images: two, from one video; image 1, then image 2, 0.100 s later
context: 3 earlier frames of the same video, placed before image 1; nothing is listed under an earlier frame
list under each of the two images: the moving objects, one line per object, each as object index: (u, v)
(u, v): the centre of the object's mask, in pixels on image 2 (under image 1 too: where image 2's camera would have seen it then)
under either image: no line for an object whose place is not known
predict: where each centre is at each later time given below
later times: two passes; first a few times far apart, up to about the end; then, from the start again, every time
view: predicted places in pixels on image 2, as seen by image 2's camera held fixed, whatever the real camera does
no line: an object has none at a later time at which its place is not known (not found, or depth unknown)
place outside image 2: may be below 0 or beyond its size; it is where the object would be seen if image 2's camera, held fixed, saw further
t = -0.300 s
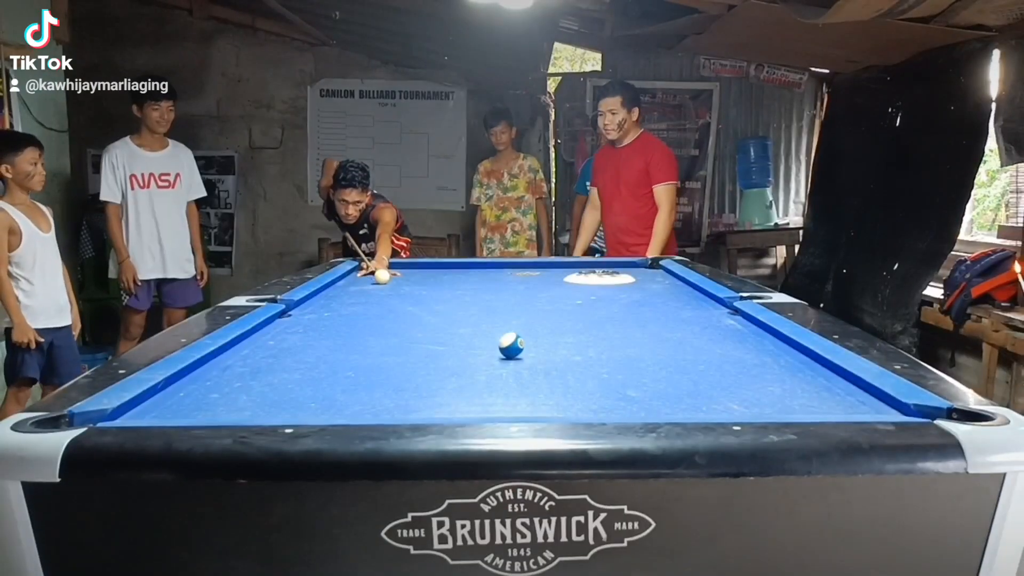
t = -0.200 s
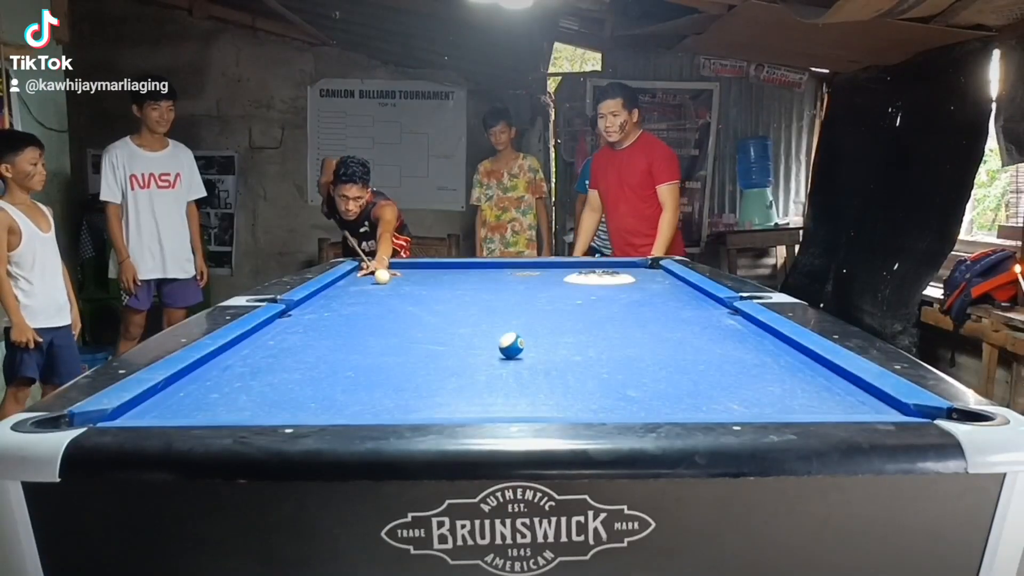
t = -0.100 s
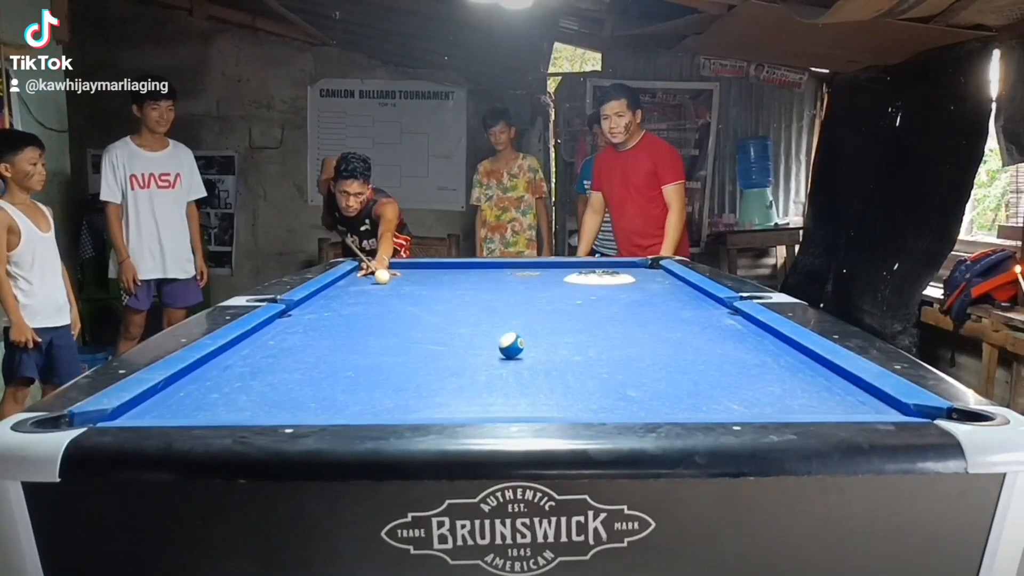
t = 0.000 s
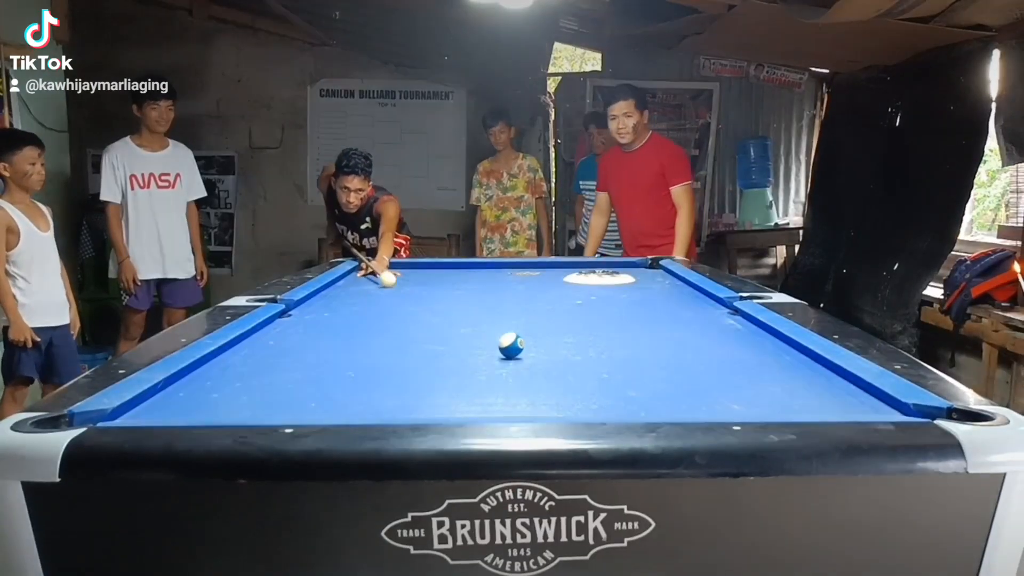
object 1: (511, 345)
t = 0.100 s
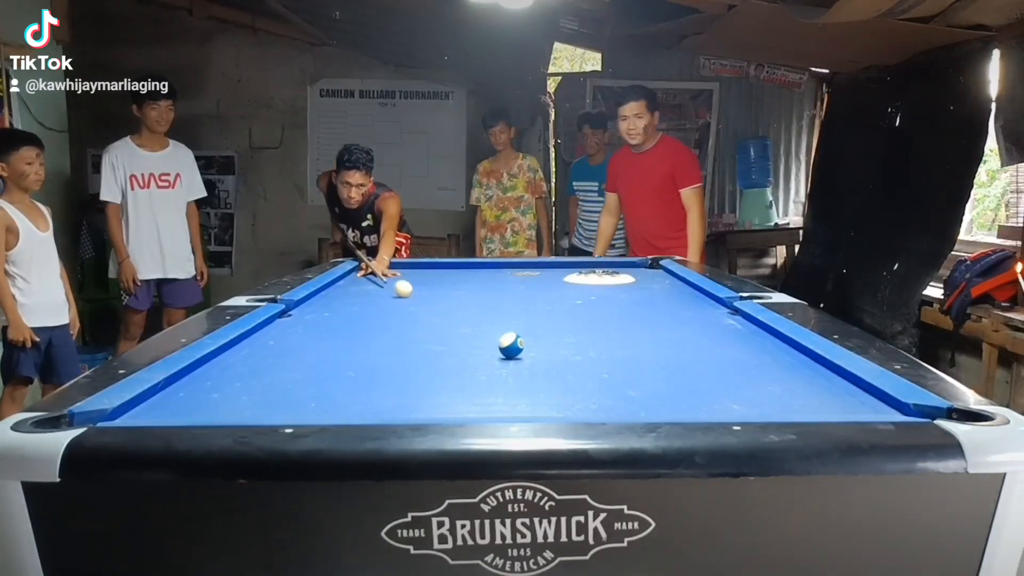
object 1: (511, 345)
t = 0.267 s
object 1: (511, 345)
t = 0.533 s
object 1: (512, 345)
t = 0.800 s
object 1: (648, 376)
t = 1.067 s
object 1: (814, 405)
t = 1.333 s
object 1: (875, 398)
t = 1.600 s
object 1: (804, 379)
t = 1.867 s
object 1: (747, 366)
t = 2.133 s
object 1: (699, 353)
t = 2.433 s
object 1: (655, 340)
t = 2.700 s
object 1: (622, 331)
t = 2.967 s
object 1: (593, 323)
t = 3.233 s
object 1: (569, 316)
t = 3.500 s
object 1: (548, 311)
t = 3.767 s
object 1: (531, 306)
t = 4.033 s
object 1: (513, 301)
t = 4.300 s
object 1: (500, 297)
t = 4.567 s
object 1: (486, 294)
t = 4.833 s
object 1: (475, 291)
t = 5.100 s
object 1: (464, 289)
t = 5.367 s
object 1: (456, 287)
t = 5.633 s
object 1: (447, 284)
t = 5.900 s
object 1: (439, 282)
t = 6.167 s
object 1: (432, 282)
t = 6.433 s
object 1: (427, 279)
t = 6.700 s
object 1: (421, 280)
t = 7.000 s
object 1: (416, 278)
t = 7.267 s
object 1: (413, 277)
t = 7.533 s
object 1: (411, 277)
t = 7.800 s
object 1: (409, 276)
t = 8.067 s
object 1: (407, 276)
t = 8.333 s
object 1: (407, 276)
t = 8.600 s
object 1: (407, 276)
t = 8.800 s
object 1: (407, 276)
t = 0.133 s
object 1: (511, 345)
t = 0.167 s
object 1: (511, 345)
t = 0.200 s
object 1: (511, 345)
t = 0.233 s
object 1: (511, 345)
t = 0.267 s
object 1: (511, 345)
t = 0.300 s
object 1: (511, 345)
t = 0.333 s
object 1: (511, 345)
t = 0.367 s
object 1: (511, 345)
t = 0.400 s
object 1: (511, 345)
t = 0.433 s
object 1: (511, 345)
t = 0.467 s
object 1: (511, 345)
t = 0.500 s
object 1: (511, 345)
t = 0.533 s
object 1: (512, 345)
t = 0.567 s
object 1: (525, 347)
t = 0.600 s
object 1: (544, 351)
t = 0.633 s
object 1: (564, 356)
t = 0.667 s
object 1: (580, 362)
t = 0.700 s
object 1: (597, 362)
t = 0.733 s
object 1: (613, 369)
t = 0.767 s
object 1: (629, 370)
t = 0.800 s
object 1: (648, 376)
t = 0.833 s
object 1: (666, 379)
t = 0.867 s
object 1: (686, 385)
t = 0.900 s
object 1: (701, 386)
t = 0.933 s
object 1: (725, 393)
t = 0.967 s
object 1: (745, 396)
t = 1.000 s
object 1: (770, 400)
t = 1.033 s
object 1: (785, 400)
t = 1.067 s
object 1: (814, 405)
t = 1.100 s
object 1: (837, 407)
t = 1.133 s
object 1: (852, 408)
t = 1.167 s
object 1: (855, 406)
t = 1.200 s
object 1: (860, 405)
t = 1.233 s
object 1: (863, 403)
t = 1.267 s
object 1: (868, 402)
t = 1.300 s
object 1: (872, 400)
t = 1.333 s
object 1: (875, 398)
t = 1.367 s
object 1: (868, 396)
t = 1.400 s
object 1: (857, 393)
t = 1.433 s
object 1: (848, 392)
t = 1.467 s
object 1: (840, 390)
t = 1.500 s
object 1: (829, 386)
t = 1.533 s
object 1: (822, 385)
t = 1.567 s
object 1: (814, 382)
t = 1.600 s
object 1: (804, 379)
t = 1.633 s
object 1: (797, 379)
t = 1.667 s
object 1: (789, 377)
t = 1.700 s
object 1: (780, 374)
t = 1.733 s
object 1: (774, 372)
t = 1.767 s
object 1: (768, 370)
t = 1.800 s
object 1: (760, 368)
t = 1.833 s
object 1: (753, 366)
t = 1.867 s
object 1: (747, 366)
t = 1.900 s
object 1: (740, 364)
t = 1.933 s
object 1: (732, 361)
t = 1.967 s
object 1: (727, 360)
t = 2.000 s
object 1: (722, 359)
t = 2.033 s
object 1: (715, 356)
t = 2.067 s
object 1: (709, 354)
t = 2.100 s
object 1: (704, 354)
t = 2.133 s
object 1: (699, 353)
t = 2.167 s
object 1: (692, 351)
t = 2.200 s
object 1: (687, 349)
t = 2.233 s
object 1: (683, 348)
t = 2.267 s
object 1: (679, 347)
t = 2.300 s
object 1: (673, 344)
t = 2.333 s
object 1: (668, 343)
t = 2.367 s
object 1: (663, 342)
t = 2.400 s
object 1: (659, 342)
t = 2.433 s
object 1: (655, 340)
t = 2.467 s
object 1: (649, 338)
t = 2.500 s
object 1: (645, 337)
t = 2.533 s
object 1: (642, 336)
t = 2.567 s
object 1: (638, 336)
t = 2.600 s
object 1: (633, 334)
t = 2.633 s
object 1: (629, 332)
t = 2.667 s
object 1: (625, 331)
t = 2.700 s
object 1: (622, 331)
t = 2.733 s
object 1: (618, 330)
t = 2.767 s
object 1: (614, 329)
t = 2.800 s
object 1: (610, 328)
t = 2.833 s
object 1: (606, 327)
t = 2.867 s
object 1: (602, 325)
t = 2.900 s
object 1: (601, 325)
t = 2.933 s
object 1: (598, 325)
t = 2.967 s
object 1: (593, 323)
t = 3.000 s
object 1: (590, 322)
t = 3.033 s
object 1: (587, 321)
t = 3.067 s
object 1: (584, 321)
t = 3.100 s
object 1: (581, 320)
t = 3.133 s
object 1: (578, 319)
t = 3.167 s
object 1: (575, 317)
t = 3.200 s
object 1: (572, 317)
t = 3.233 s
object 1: (569, 316)
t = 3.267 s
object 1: (566, 315)
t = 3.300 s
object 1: (564, 315)
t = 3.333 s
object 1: (562, 315)
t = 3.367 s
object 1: (559, 313)
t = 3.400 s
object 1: (556, 312)
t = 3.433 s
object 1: (554, 312)
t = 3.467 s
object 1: (551, 311)
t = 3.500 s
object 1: (548, 311)
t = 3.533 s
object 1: (546, 311)
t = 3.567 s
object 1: (543, 309)
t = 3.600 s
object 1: (541, 308)
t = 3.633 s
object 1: (539, 308)
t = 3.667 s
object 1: (536, 307)
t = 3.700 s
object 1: (535, 307)
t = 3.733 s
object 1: (532, 307)
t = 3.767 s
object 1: (531, 306)
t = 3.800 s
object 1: (528, 305)
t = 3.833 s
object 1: (526, 304)
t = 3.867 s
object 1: (524, 304)
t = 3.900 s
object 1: (522, 304)
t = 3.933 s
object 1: (520, 303)
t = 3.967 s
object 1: (518, 303)
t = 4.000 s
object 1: (515, 302)
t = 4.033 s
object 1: (513, 301)
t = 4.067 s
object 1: (512, 301)
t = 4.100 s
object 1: (510, 300)
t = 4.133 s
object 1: (507, 299)
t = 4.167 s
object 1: (506, 300)
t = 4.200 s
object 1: (505, 299)
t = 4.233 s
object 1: (503, 299)
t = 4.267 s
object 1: (501, 298)
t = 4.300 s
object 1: (500, 297)
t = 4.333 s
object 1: (498, 297)
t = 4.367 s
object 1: (496, 297)
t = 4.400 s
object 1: (494, 296)
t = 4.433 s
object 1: (493, 297)
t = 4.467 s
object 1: (491, 296)
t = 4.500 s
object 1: (489, 295)
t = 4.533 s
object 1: (487, 294)
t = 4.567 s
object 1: (486, 294)
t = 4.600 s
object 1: (485, 294)
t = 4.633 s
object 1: (483, 293)
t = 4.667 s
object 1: (481, 293)
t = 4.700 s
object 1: (481, 293)
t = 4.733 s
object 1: (479, 293)
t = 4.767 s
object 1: (478, 292)
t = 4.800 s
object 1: (476, 292)
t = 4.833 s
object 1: (475, 291)
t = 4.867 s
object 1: (474, 290)
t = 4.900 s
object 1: (472, 290)
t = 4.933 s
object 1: (470, 290)
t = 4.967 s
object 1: (469, 290)
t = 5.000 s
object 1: (468, 290)
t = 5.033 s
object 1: (467, 290)
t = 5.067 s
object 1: (465, 289)
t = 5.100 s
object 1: (464, 289)
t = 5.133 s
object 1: (463, 288)
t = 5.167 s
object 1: (462, 288)
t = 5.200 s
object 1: (461, 287)
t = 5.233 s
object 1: (459, 287)
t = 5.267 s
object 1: (458, 286)
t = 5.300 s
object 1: (457, 287)
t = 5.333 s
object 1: (456, 287)
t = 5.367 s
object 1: (456, 287)
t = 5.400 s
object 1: (454, 286)
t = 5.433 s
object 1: (453, 286)
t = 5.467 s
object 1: (452, 285)
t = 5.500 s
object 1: (451, 285)
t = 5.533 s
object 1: (450, 284)
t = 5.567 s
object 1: (449, 285)
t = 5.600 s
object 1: (448, 284)
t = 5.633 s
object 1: (447, 284)
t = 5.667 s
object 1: (446, 285)
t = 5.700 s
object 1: (445, 285)
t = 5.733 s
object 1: (443, 284)
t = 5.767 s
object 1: (442, 284)
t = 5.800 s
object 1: (441, 283)
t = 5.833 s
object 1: (440, 283)
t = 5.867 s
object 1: (440, 282)
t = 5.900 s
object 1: (439, 282)
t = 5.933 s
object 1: (438, 282)
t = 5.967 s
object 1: (437, 282)
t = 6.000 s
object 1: (435, 282)
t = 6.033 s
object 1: (435, 282)
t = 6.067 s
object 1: (434, 282)
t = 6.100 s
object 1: (433, 282)
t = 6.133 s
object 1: (433, 282)
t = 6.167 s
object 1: (432, 282)
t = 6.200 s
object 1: (432, 281)
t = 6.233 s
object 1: (431, 281)
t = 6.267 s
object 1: (430, 281)
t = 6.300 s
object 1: (429, 280)
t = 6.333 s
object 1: (428, 280)
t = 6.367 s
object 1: (428, 280)
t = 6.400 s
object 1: (427, 279)
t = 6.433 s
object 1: (427, 279)
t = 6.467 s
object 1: (426, 280)
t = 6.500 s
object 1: (425, 279)
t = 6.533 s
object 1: (424, 279)
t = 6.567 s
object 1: (423, 280)
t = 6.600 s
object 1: (423, 280)
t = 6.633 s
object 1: (422, 280)
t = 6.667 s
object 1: (421, 280)
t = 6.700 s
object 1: (421, 280)
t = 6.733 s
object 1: (420, 279)
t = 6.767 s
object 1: (419, 279)
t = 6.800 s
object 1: (419, 279)
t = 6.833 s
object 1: (418, 278)
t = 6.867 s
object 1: (418, 278)
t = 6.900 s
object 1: (418, 278)
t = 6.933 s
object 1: (417, 278)
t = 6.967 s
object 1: (417, 278)
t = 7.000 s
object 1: (416, 278)
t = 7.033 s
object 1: (416, 278)
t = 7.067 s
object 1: (416, 277)
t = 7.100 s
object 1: (415, 277)
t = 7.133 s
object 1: (415, 277)
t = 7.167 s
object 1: (414, 277)
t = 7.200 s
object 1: (414, 277)
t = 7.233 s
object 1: (413, 277)
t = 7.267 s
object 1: (413, 277)
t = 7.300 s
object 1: (413, 277)
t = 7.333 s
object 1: (413, 277)
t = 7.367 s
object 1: (412, 277)
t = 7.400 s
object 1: (412, 277)
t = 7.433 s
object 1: (412, 277)
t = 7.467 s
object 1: (411, 277)
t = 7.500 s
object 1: (411, 277)
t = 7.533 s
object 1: (411, 277)
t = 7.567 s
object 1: (410, 277)
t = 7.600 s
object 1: (410, 277)
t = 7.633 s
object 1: (410, 277)
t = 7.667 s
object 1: (410, 277)
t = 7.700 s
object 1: (410, 277)
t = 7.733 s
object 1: (409, 277)
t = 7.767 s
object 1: (409, 276)
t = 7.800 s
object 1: (409, 276)
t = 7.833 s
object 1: (408, 276)
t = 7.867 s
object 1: (408, 276)
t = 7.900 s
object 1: (408, 276)
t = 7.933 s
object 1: (408, 276)
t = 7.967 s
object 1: (408, 276)
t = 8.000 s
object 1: (408, 276)
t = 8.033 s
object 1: (407, 276)
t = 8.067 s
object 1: (407, 276)
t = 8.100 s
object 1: (407, 276)
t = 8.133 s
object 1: (407, 276)
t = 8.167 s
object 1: (407, 276)
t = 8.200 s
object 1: (407, 276)
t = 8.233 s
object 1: (407, 276)
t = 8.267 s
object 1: (407, 276)
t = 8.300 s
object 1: (407, 276)
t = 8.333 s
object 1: (407, 276)
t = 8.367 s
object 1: (407, 276)
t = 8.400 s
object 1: (407, 276)
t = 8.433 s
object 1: (407, 276)
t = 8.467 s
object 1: (407, 276)
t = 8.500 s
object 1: (407, 276)
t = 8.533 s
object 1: (407, 276)
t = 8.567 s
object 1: (407, 276)
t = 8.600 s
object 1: (407, 276)
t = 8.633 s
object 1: (407, 276)
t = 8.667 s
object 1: (407, 276)
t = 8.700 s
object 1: (407, 276)
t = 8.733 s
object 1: (407, 276)
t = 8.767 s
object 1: (407, 276)
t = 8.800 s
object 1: (407, 276)
